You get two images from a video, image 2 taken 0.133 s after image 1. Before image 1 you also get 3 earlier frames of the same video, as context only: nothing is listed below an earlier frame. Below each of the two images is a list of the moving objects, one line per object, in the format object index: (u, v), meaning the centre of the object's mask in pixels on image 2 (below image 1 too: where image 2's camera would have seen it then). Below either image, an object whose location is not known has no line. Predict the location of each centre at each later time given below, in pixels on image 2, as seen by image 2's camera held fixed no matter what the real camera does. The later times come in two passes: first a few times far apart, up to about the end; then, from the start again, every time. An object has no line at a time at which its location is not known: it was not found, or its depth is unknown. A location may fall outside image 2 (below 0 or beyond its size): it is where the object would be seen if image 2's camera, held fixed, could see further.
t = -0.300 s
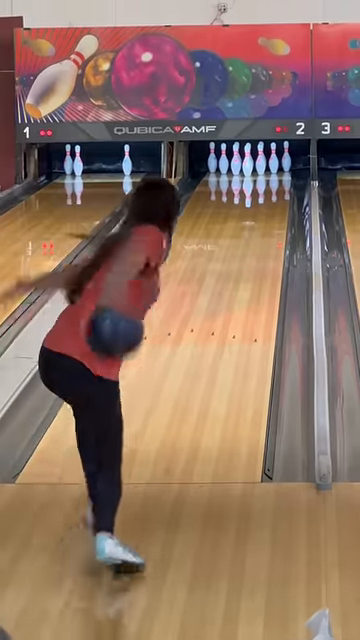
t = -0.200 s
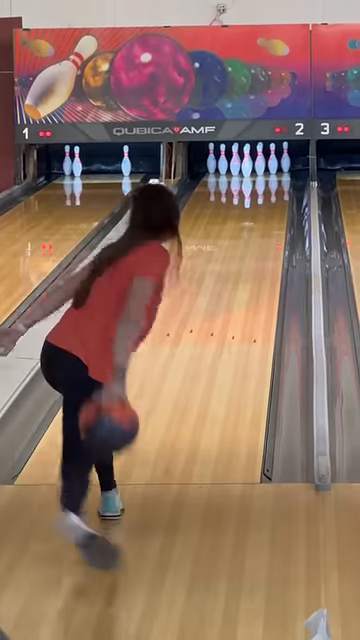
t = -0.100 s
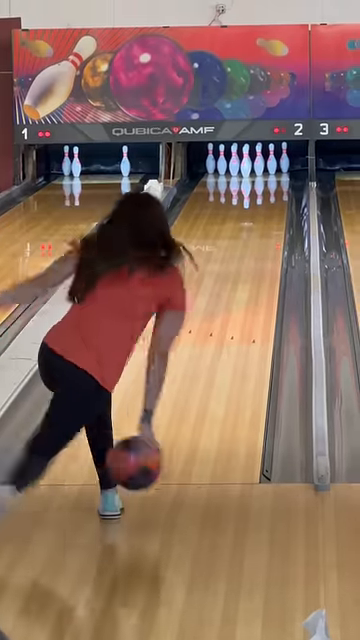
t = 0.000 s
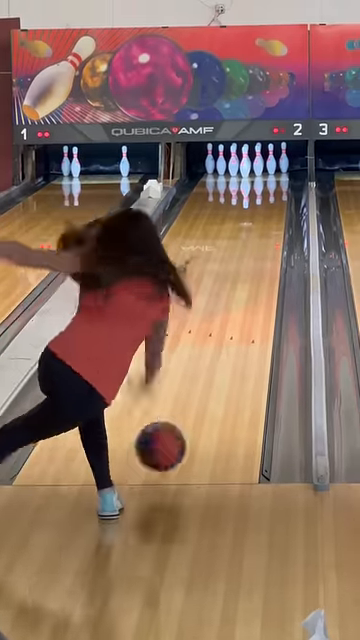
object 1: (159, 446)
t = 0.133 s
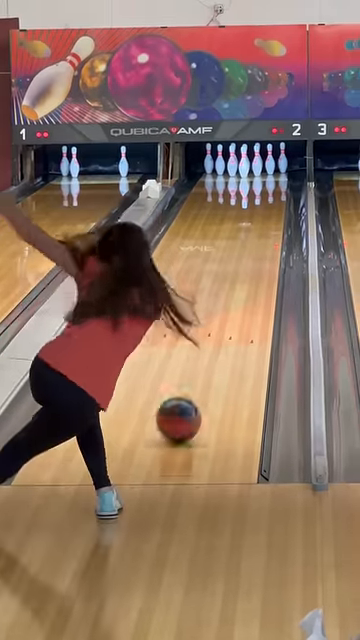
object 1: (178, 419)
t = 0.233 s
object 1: (190, 393)
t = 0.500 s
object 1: (215, 337)
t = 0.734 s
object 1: (230, 300)
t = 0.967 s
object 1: (242, 270)
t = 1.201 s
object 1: (252, 246)
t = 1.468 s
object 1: (258, 226)
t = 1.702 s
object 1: (263, 209)
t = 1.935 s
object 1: (264, 196)
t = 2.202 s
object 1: (261, 184)
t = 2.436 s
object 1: (256, 174)
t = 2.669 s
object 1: (248, 167)
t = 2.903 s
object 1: (248, 163)
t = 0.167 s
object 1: (182, 411)
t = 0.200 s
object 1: (187, 402)
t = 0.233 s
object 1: (190, 393)
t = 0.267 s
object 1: (194, 385)
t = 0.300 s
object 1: (197, 377)
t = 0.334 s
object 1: (200, 370)
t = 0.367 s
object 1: (203, 363)
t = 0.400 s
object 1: (207, 356)
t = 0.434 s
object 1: (209, 349)
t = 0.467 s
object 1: (212, 343)
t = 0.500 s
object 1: (215, 337)
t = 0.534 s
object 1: (217, 331)
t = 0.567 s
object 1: (220, 326)
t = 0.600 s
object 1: (222, 321)
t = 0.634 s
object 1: (225, 314)
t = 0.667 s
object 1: (227, 310)
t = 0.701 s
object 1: (228, 304)
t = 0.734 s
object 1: (230, 300)
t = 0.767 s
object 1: (232, 295)
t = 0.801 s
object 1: (235, 291)
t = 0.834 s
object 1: (236, 286)
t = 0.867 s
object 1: (238, 282)
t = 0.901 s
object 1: (239, 277)
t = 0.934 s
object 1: (241, 274)
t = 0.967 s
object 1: (242, 270)
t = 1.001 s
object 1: (244, 267)
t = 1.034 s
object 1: (246, 263)
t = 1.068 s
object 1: (247, 259)
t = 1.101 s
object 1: (248, 256)
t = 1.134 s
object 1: (248, 253)
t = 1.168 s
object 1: (250, 250)
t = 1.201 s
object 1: (252, 246)
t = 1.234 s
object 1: (253, 244)
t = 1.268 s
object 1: (254, 240)
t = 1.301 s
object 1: (254, 238)
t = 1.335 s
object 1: (255, 236)
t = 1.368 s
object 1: (256, 232)
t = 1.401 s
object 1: (257, 230)
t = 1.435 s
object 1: (256, 228)
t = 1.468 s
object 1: (258, 226)
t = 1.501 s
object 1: (259, 224)
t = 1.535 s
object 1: (259, 222)
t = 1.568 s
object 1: (261, 219)
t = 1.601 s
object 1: (262, 217)
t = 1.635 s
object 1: (262, 214)
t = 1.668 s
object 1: (262, 212)
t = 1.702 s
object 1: (263, 209)
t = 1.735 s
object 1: (264, 208)
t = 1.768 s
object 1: (264, 205)
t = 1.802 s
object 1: (264, 202)
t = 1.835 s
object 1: (264, 201)
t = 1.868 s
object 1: (265, 199)
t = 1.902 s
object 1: (265, 198)
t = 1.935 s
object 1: (264, 196)
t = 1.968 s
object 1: (264, 194)
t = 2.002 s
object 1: (264, 192)
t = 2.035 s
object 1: (263, 192)
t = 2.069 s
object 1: (263, 189)
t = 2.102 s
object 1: (263, 188)
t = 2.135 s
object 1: (263, 187)
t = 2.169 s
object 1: (262, 185)
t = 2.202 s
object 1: (261, 184)
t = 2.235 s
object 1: (260, 182)
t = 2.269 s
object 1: (260, 181)
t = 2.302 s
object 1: (259, 179)
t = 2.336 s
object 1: (258, 178)
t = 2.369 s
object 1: (257, 177)
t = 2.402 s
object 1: (257, 175)
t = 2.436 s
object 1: (256, 174)
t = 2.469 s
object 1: (255, 173)
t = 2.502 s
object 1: (253, 172)
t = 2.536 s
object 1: (252, 171)
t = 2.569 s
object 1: (251, 169)
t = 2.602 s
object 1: (250, 168)
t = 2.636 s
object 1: (249, 168)
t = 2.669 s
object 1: (248, 167)
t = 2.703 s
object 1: (247, 166)
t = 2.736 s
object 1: (248, 167)
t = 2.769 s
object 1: (248, 165)
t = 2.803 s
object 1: (249, 164)
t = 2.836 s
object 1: (248, 164)
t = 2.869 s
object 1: (248, 164)
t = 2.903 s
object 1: (248, 163)
